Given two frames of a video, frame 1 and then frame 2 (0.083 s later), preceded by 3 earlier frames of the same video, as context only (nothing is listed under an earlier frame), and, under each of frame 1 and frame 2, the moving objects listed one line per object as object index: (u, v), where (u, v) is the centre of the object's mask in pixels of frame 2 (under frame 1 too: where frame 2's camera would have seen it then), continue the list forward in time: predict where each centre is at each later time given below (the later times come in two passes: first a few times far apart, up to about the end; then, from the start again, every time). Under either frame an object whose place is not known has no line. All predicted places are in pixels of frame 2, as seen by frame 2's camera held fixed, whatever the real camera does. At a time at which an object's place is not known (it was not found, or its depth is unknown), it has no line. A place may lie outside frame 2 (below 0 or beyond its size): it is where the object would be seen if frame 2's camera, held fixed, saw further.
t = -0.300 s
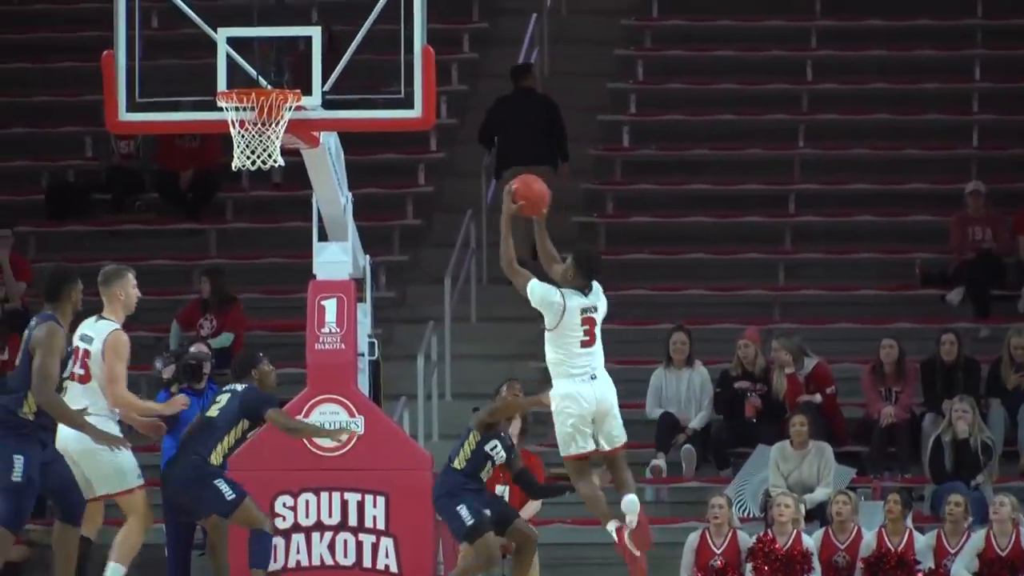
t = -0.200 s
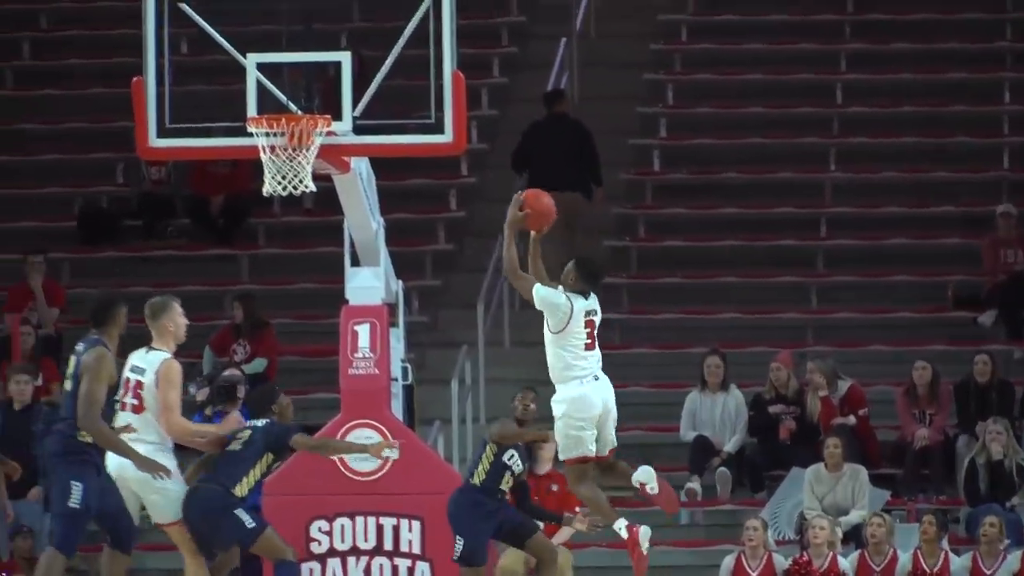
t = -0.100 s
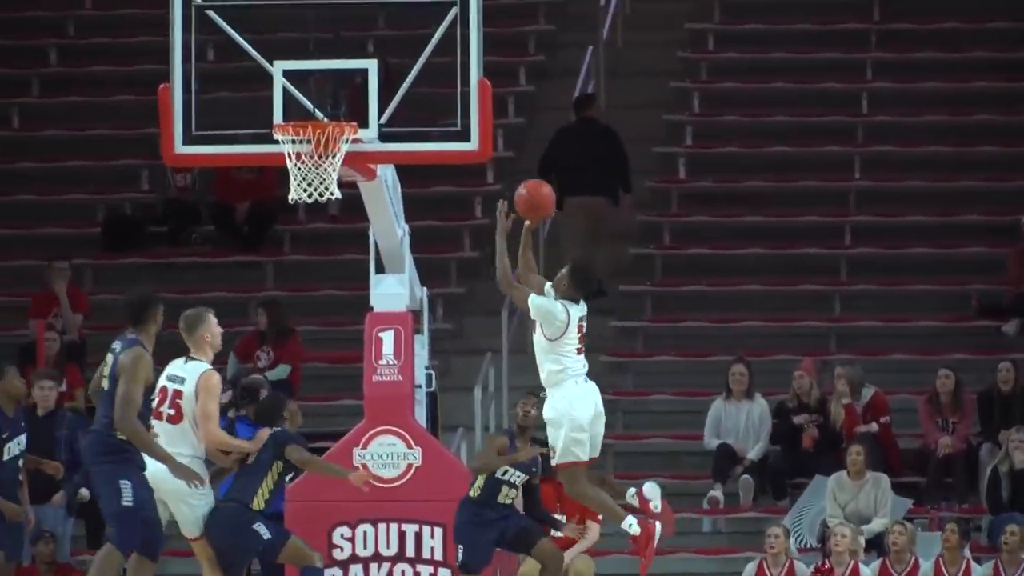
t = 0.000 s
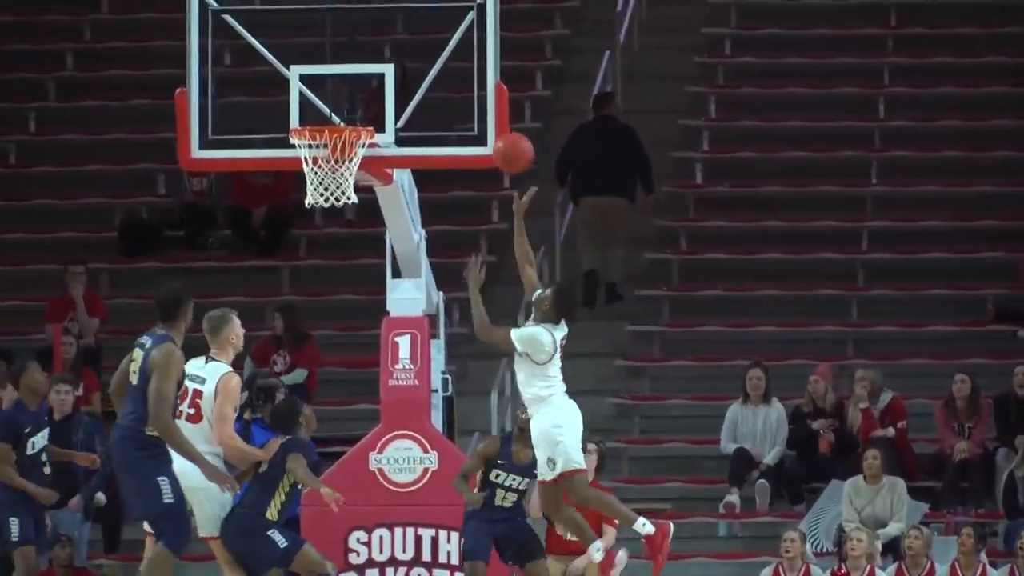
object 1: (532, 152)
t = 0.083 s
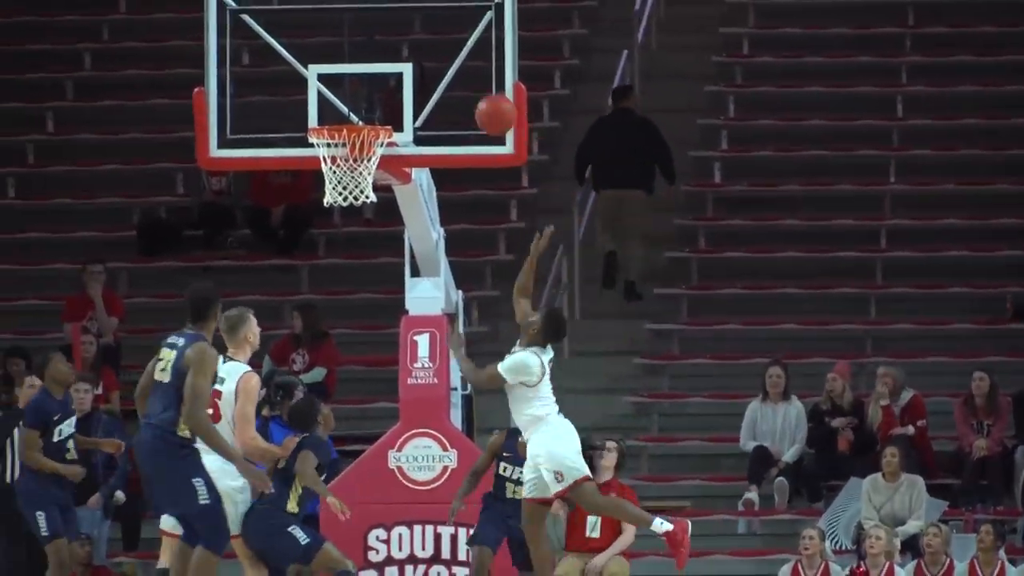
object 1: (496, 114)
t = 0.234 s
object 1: (435, 79)
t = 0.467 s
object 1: (361, 102)
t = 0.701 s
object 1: (349, 151)
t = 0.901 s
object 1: (361, 237)
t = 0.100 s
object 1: (488, 109)
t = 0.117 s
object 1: (482, 104)
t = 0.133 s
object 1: (475, 99)
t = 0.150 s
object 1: (469, 94)
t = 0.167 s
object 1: (461, 90)
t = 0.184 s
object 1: (454, 86)
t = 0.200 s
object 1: (447, 84)
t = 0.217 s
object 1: (441, 80)
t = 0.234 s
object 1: (435, 79)
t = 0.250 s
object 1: (430, 78)
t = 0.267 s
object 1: (425, 76)
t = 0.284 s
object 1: (420, 76)
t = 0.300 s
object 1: (414, 75)
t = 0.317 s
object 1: (410, 76)
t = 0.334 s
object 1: (404, 76)
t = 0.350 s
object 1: (399, 78)
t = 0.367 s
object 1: (393, 80)
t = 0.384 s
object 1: (388, 83)
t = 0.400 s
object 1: (383, 85)
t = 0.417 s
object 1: (377, 89)
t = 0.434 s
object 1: (371, 92)
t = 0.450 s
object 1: (366, 96)
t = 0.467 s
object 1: (361, 102)
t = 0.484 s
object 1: (355, 105)
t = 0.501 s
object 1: (348, 109)
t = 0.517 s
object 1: (345, 112)
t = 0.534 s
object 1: (345, 113)
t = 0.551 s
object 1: (344, 118)
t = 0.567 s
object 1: (346, 125)
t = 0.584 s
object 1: (346, 128)
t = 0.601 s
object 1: (345, 130)
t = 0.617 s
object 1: (348, 138)
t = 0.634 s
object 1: (348, 142)
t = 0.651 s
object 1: (349, 144)
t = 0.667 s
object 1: (351, 146)
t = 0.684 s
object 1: (351, 146)
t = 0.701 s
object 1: (349, 151)
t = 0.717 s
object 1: (352, 153)
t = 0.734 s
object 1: (354, 154)
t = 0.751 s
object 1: (354, 161)
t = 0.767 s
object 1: (355, 176)
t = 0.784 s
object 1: (356, 184)
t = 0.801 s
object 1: (357, 191)
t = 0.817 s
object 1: (360, 209)
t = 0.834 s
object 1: (360, 211)
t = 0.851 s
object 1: (360, 215)
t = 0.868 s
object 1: (360, 220)
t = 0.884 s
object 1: (361, 228)
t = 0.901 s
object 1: (361, 237)
